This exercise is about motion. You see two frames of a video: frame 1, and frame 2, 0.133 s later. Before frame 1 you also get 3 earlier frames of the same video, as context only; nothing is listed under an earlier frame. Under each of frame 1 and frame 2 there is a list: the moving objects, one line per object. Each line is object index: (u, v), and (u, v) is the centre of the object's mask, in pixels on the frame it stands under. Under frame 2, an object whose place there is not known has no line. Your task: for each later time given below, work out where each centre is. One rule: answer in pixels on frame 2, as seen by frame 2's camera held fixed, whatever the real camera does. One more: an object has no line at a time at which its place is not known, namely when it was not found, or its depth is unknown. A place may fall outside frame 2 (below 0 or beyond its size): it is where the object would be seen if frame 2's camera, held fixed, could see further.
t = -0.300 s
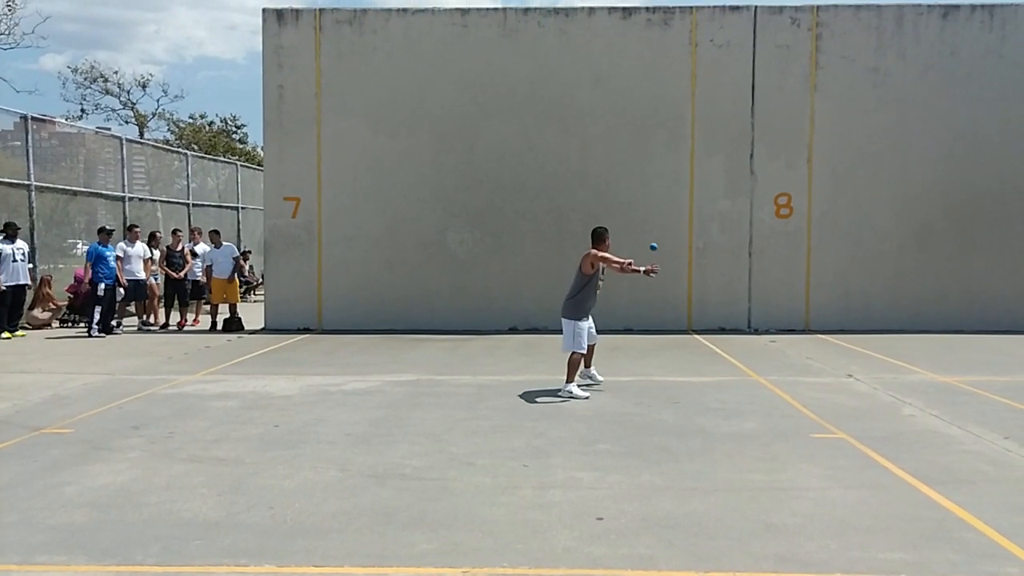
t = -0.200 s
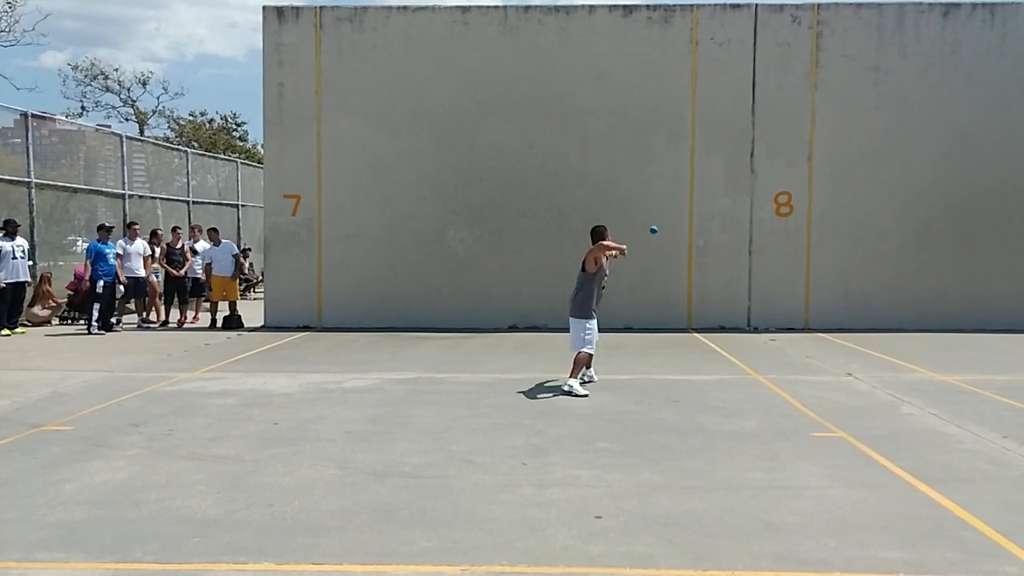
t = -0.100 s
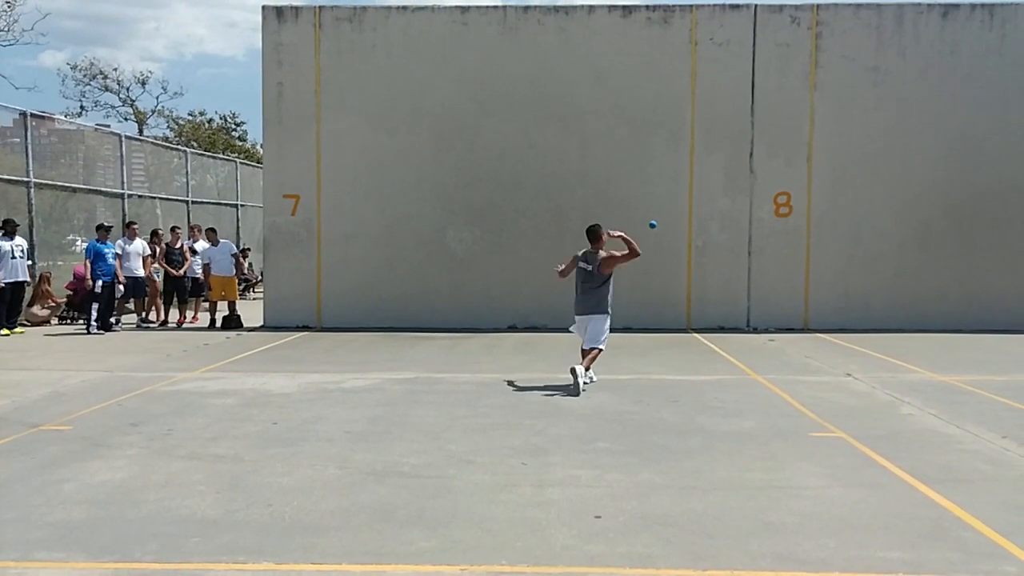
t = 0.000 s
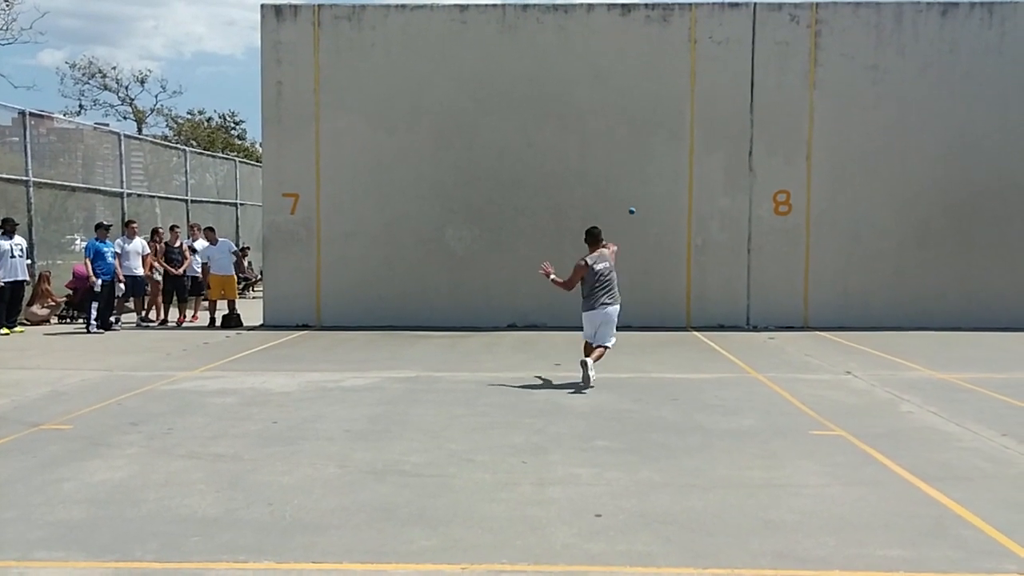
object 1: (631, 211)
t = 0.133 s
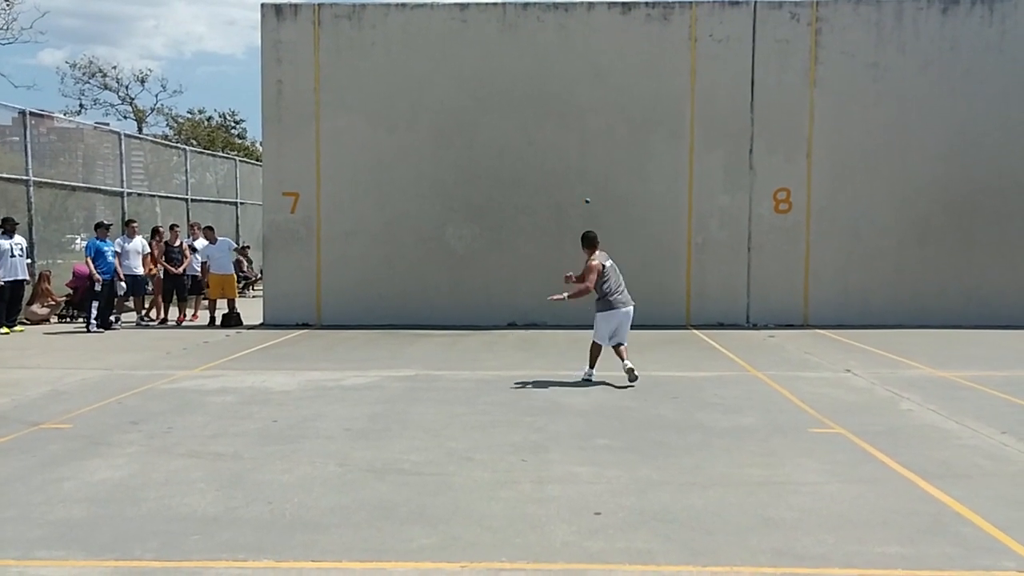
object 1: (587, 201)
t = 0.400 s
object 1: (499, 255)
